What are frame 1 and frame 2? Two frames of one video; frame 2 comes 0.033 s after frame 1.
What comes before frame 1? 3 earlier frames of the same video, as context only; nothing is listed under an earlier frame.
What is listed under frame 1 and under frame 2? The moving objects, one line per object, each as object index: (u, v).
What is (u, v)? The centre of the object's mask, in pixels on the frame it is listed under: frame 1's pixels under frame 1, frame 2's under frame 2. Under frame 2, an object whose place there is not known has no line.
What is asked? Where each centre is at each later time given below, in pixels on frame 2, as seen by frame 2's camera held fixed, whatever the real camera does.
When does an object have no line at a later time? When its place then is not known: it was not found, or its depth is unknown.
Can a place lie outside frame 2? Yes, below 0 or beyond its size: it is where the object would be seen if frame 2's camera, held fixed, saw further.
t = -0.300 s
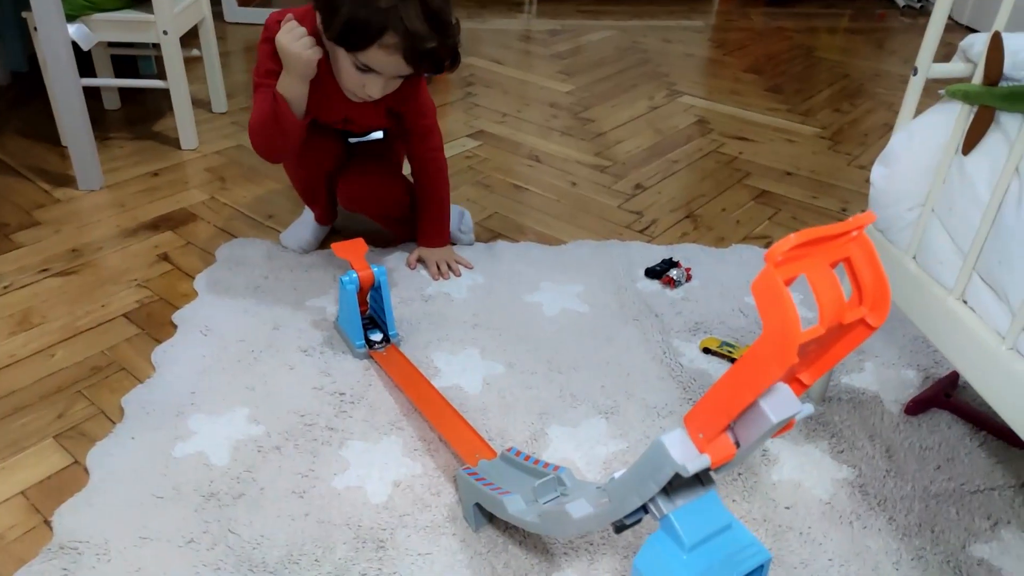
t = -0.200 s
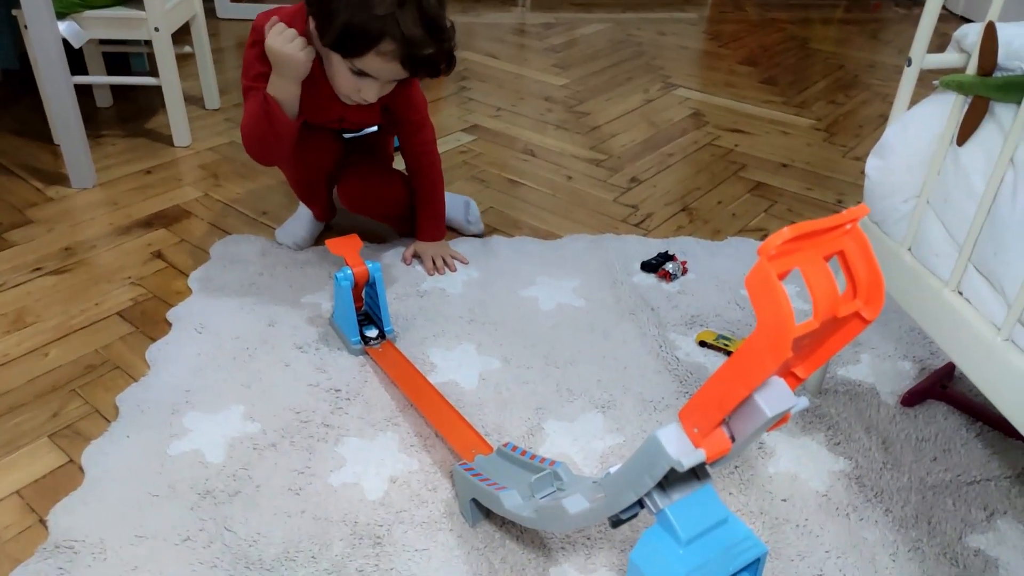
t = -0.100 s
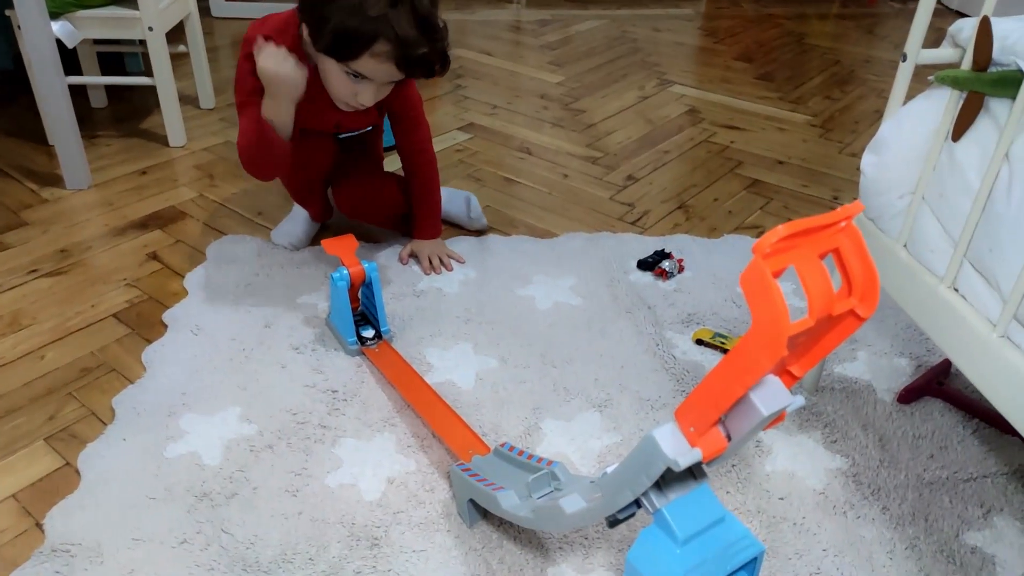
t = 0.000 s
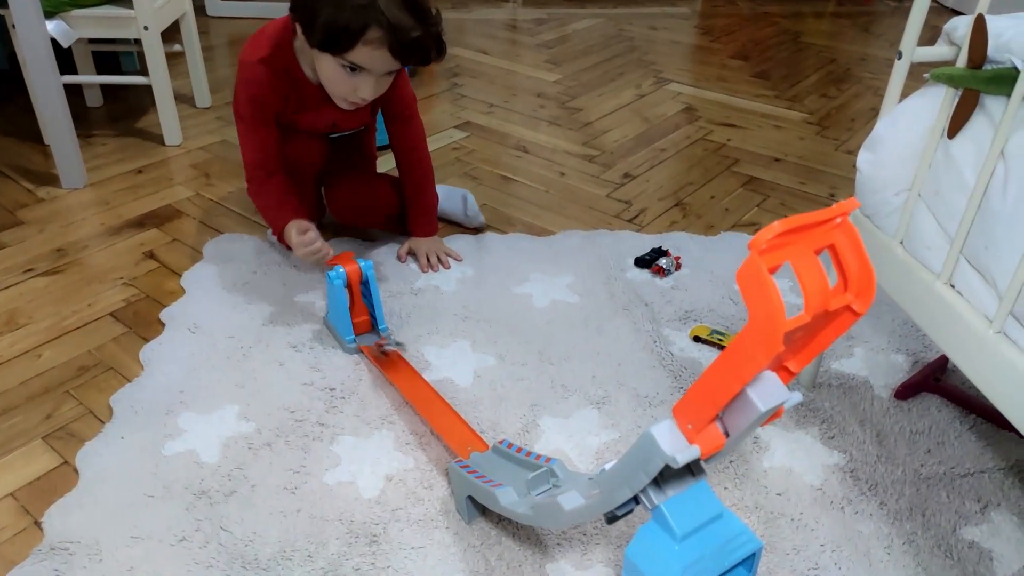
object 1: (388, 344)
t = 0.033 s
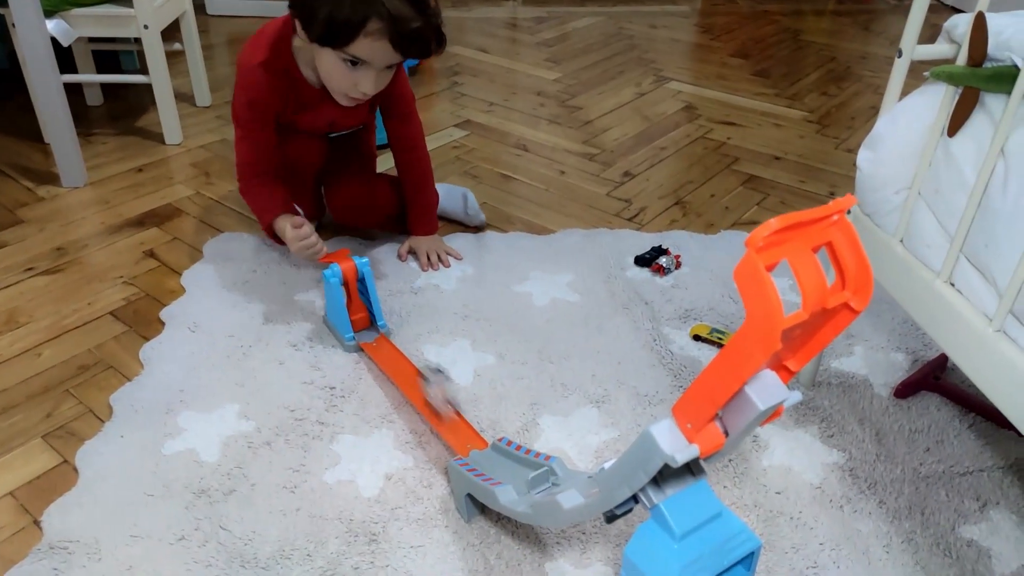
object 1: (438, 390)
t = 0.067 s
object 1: (506, 453)
